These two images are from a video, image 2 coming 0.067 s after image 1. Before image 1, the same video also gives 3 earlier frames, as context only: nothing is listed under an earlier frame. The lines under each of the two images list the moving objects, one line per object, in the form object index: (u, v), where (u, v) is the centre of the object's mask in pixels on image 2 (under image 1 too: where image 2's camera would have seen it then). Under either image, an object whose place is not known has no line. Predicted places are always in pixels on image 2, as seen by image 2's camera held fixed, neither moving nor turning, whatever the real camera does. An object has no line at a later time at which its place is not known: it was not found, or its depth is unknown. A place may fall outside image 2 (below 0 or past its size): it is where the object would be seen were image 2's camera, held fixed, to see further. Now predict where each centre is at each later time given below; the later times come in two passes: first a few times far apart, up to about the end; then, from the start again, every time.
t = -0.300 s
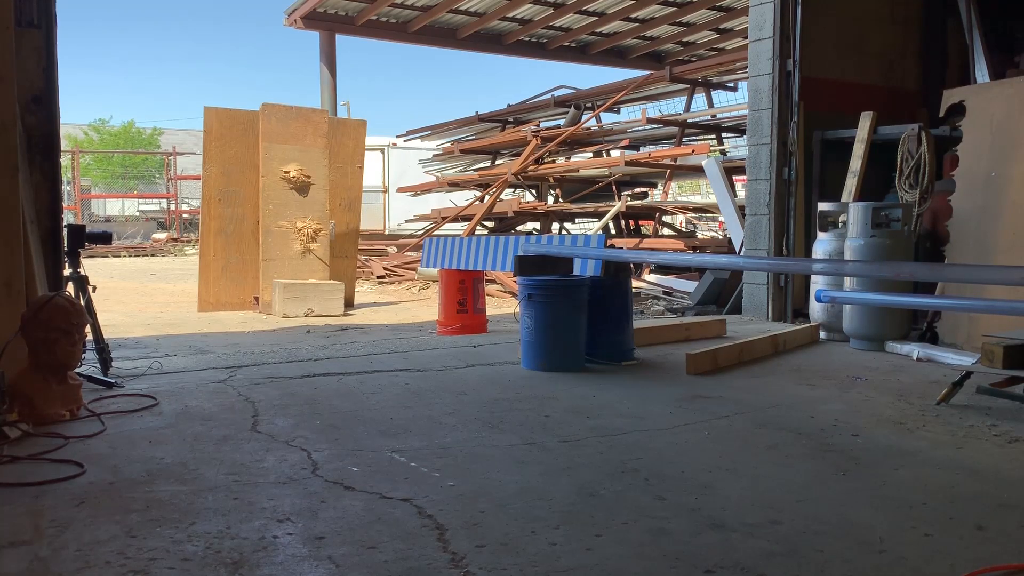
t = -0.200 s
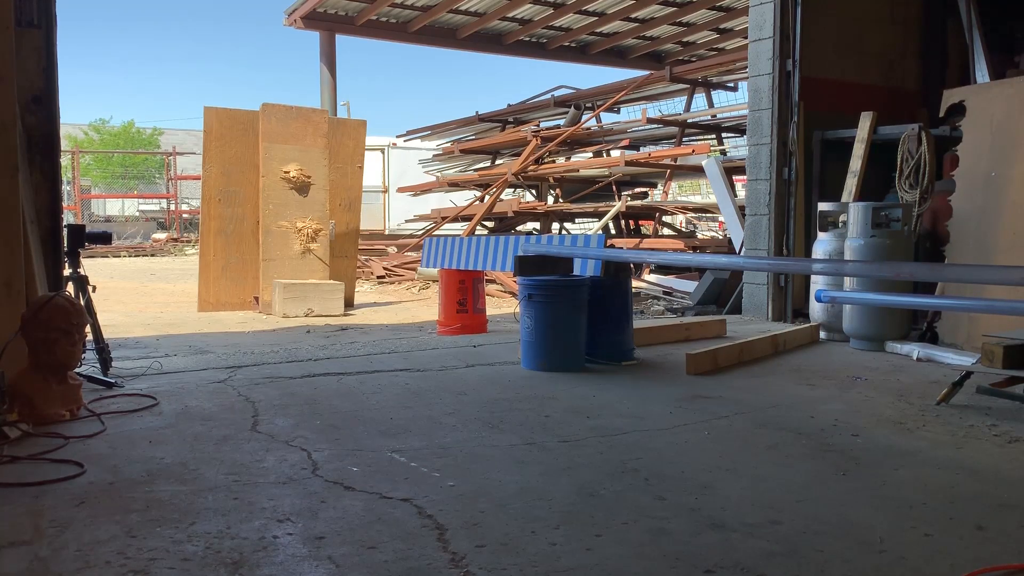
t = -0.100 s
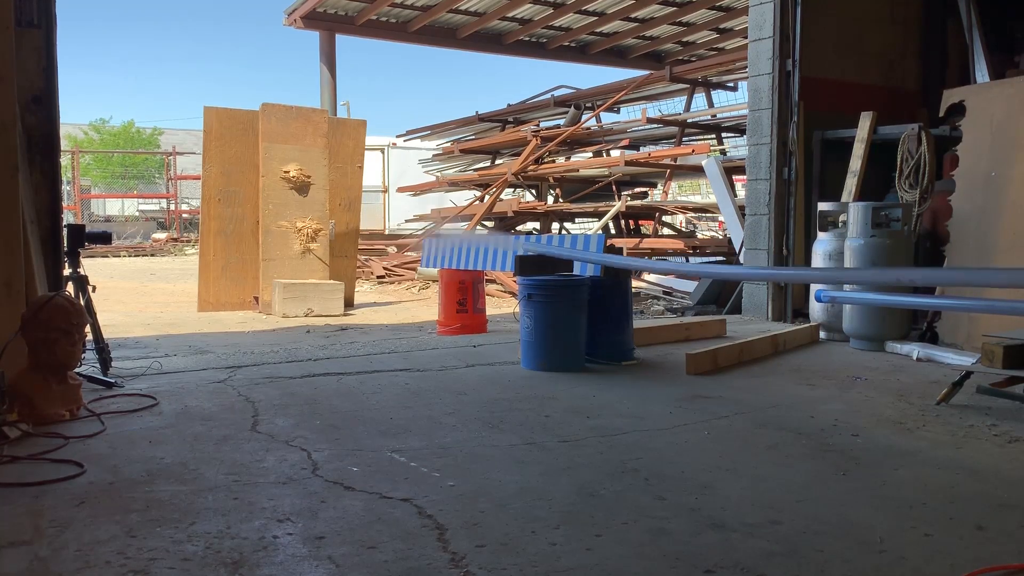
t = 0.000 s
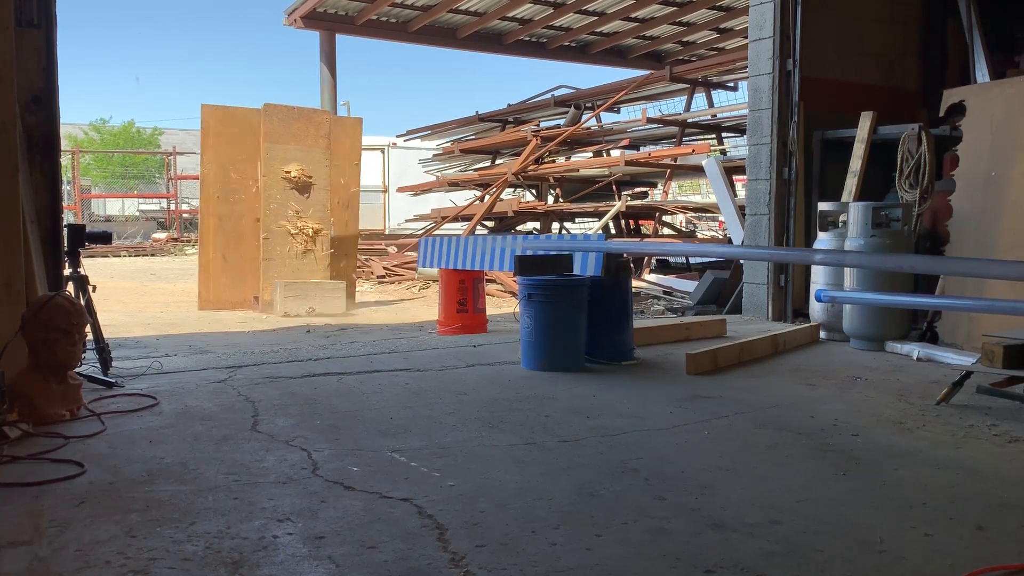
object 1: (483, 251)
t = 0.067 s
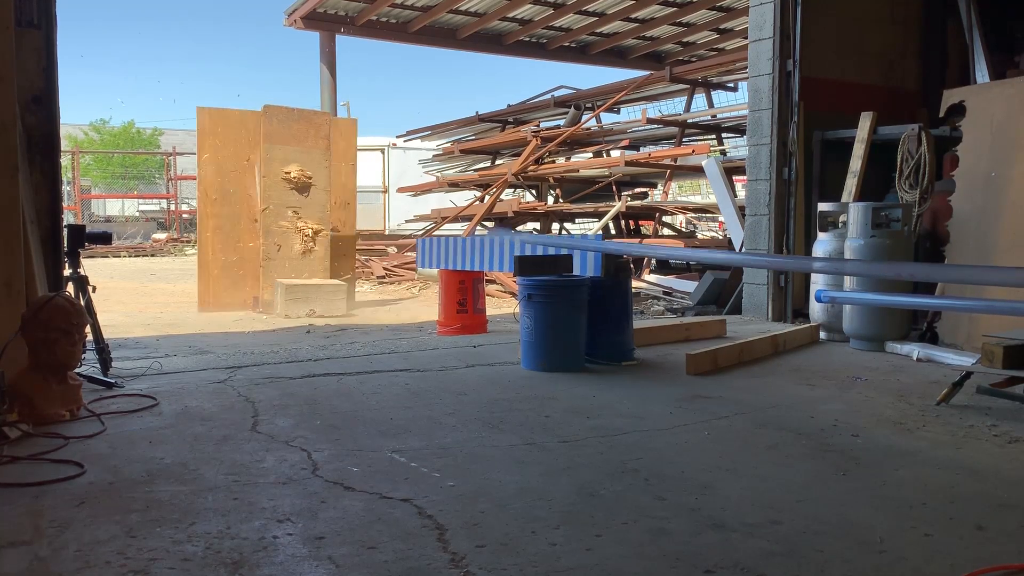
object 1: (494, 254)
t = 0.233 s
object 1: (479, 251)
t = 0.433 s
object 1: (456, 261)
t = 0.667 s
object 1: (485, 266)
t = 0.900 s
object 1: (450, 299)
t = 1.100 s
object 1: (456, 301)
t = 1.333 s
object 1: (456, 303)
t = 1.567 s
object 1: (458, 304)
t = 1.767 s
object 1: (458, 304)
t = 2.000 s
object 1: (459, 304)
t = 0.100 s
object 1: (487, 250)
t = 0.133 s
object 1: (489, 250)
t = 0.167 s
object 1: (488, 250)
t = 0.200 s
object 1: (484, 251)
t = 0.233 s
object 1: (479, 251)
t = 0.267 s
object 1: (479, 251)
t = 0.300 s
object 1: (479, 252)
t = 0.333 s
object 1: (474, 253)
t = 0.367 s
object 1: (460, 256)
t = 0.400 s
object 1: (456, 259)
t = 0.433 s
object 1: (456, 261)
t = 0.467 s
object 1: (454, 262)
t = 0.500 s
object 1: (456, 264)
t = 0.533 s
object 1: (456, 267)
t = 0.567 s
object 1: (453, 269)
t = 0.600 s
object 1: (452, 271)
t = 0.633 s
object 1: (453, 274)
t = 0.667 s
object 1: (485, 266)
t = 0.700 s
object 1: (486, 271)
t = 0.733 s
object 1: (454, 293)
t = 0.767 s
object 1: (454, 296)
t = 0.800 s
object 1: (454, 295)
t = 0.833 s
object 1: (453, 295)
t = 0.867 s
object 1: (451, 297)
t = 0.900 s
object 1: (450, 299)
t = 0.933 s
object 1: (457, 301)
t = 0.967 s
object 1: (462, 303)
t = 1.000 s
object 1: (459, 303)
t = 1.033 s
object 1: (456, 302)
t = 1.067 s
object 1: (455, 301)
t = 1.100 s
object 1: (456, 301)
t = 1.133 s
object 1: (456, 302)
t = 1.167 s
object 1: (457, 303)
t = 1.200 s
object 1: (461, 304)
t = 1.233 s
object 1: (461, 305)
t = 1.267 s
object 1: (460, 304)
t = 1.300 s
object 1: (457, 303)
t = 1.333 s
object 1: (456, 303)
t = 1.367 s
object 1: (457, 303)
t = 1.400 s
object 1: (459, 304)
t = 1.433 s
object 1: (460, 304)
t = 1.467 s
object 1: (458, 304)
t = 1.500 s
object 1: (457, 303)
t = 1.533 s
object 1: (457, 303)
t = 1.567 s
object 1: (458, 304)
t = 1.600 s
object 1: (460, 304)
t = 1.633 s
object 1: (460, 304)
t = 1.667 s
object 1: (459, 304)
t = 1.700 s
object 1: (458, 304)
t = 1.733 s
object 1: (458, 303)
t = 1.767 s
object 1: (458, 304)
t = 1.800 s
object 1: (459, 304)
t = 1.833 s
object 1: (459, 304)
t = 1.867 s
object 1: (459, 304)
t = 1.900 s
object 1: (458, 304)
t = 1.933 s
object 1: (458, 303)
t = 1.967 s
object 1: (459, 304)
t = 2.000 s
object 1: (459, 304)
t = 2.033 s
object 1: (459, 304)
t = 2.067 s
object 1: (459, 304)
